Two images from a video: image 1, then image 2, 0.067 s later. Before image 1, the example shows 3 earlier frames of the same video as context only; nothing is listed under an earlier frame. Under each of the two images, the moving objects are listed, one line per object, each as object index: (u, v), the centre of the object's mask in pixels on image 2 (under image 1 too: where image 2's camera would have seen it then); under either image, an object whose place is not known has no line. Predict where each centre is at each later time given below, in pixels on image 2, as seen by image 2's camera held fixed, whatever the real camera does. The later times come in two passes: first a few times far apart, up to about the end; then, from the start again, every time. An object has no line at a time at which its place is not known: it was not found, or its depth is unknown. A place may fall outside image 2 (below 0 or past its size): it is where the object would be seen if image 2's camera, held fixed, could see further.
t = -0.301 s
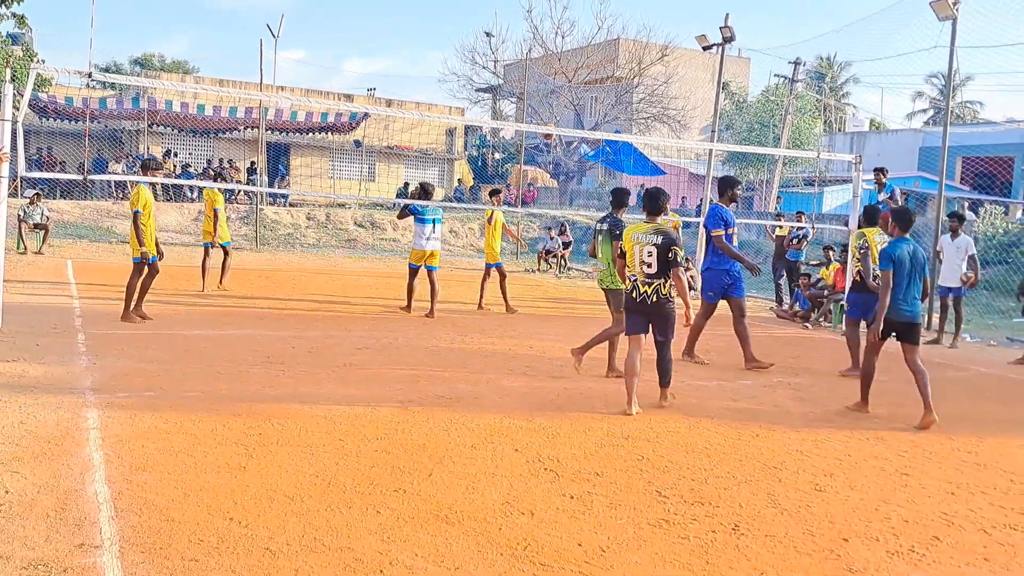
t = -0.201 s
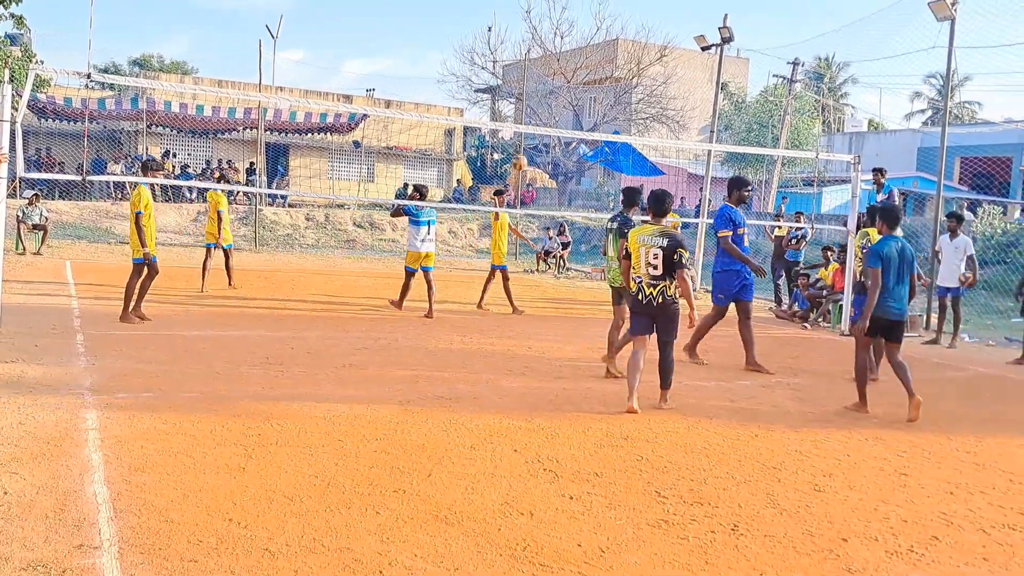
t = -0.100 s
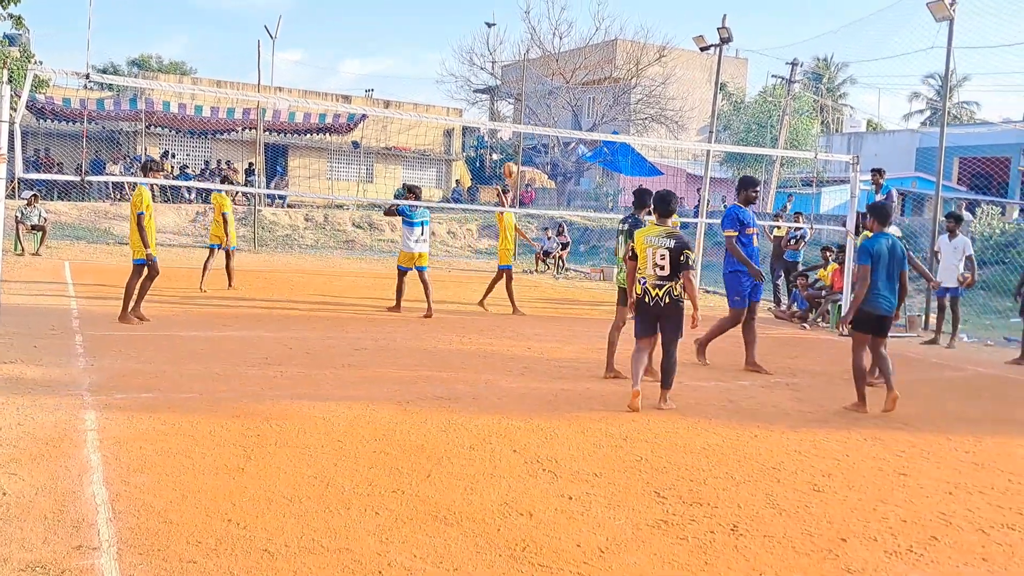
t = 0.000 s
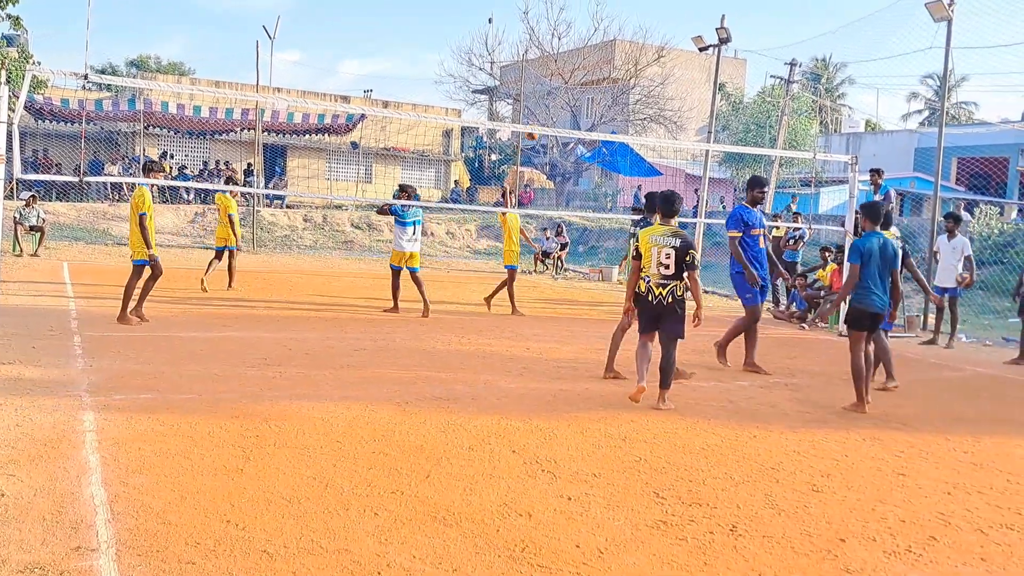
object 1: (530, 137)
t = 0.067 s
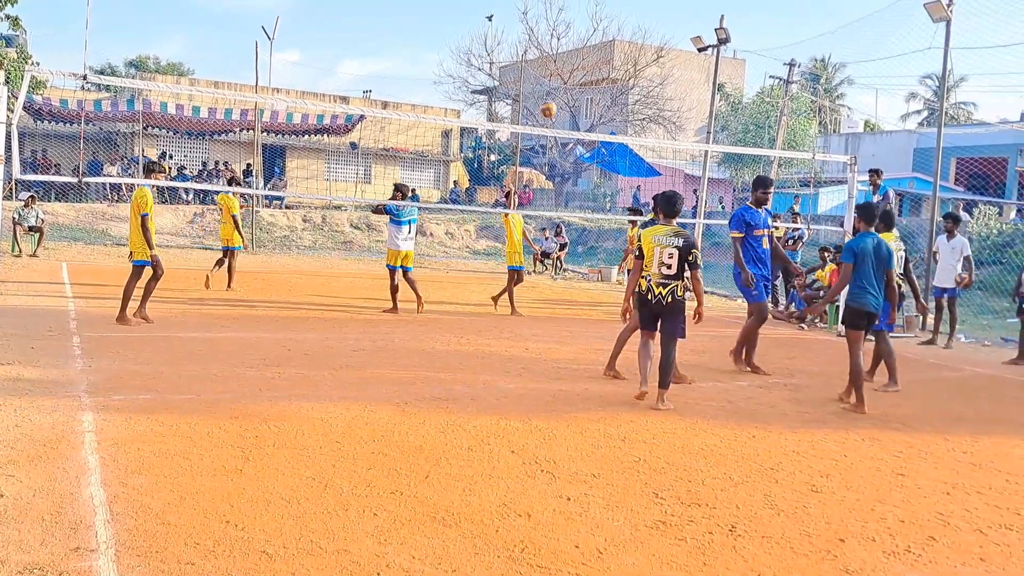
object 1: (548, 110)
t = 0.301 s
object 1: (612, 50)
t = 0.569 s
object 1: (695, 30)
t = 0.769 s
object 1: (765, 65)
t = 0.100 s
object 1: (557, 99)
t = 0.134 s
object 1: (566, 89)
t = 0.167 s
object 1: (575, 79)
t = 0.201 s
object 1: (584, 71)
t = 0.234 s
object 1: (593, 63)
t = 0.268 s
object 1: (602, 55)
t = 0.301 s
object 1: (612, 50)
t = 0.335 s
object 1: (621, 43)
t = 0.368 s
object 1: (632, 38)
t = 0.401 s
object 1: (642, 34)
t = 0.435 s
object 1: (652, 31)
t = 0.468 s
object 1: (663, 29)
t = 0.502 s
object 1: (673, 29)
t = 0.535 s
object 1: (684, 29)
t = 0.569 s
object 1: (695, 30)
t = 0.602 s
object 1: (707, 33)
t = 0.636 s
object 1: (718, 37)
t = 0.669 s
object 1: (730, 42)
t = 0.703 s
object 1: (741, 48)
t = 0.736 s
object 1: (753, 56)
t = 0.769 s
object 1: (765, 65)
